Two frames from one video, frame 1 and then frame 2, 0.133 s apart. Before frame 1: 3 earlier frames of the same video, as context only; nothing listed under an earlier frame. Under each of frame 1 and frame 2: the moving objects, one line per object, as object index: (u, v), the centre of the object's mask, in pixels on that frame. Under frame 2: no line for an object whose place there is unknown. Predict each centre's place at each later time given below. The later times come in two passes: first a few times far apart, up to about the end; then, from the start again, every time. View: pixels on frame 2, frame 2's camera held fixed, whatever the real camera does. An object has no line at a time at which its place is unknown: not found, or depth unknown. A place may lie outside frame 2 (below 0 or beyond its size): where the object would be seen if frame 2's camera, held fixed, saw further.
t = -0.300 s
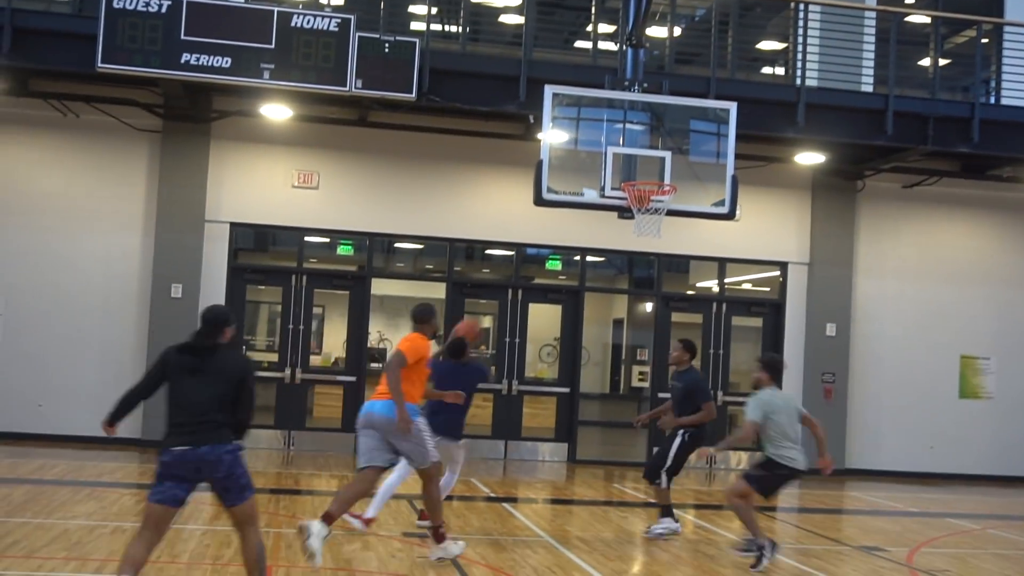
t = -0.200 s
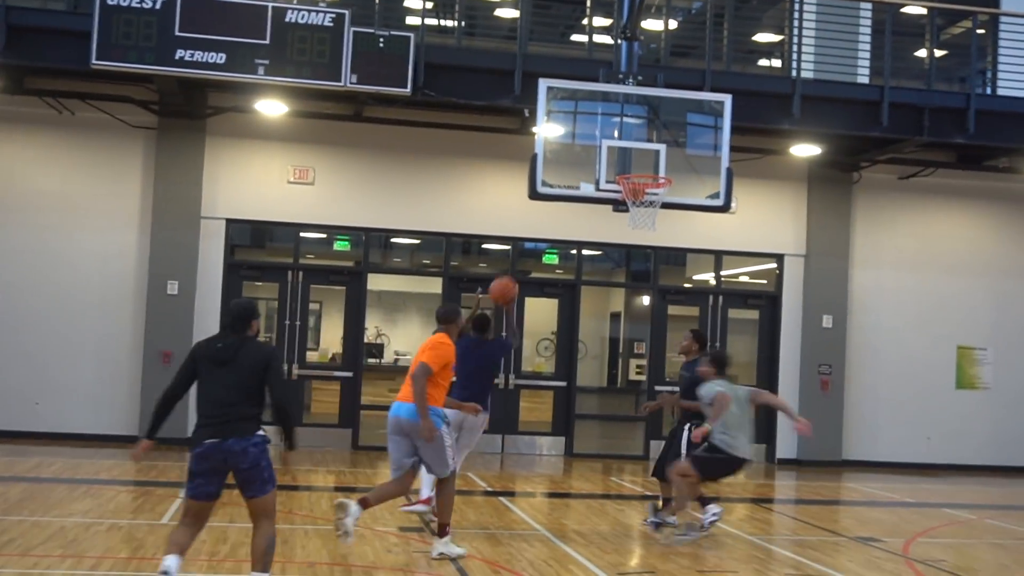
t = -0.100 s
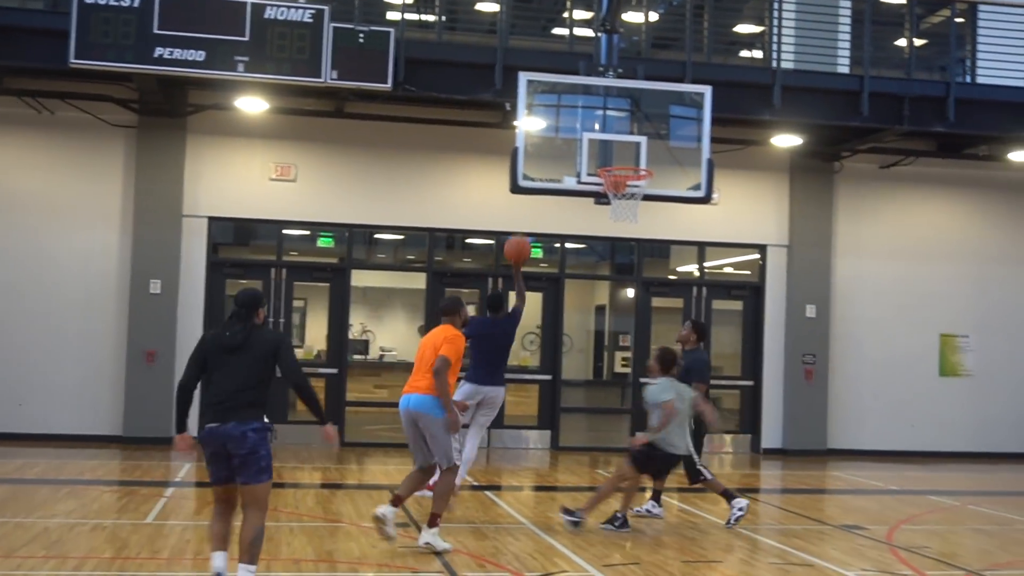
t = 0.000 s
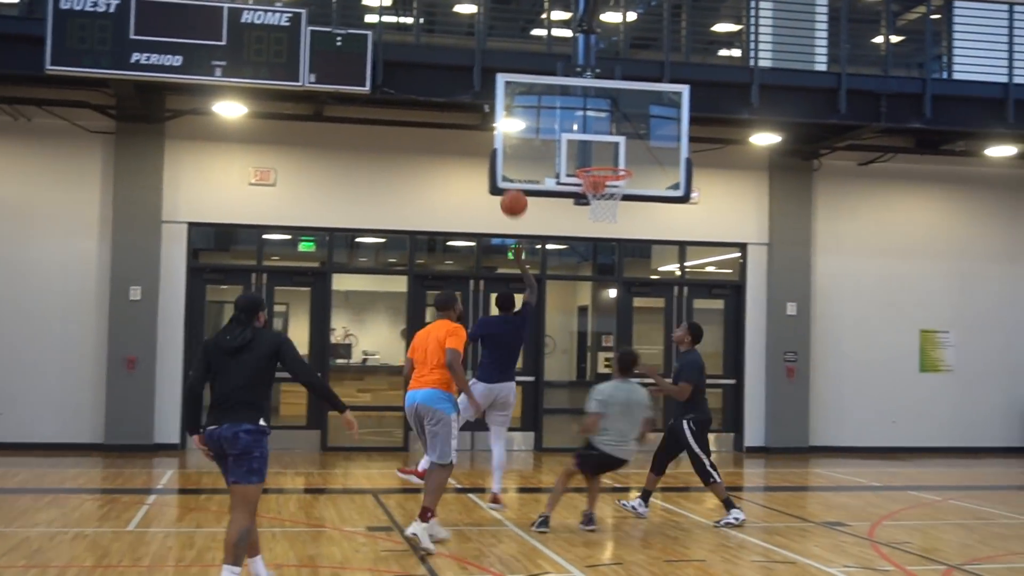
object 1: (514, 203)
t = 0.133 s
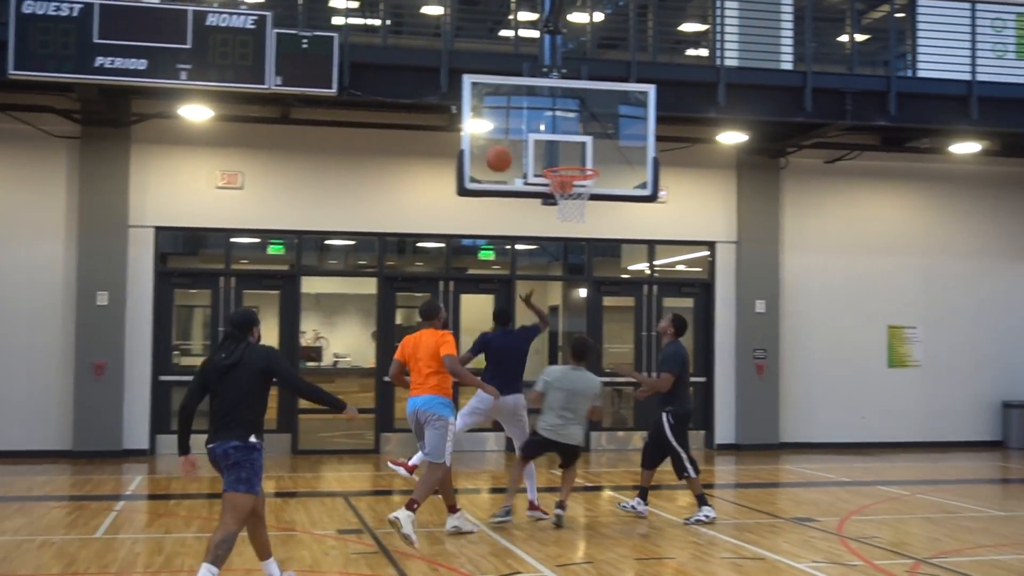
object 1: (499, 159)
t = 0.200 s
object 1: (508, 144)
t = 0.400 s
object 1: (530, 130)
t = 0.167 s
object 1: (503, 151)
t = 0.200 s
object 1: (508, 144)
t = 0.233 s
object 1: (511, 139)
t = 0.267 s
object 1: (516, 135)
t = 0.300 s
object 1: (520, 131)
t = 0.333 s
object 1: (522, 130)
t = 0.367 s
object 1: (526, 129)
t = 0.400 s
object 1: (530, 130)
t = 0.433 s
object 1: (534, 132)
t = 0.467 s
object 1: (540, 134)
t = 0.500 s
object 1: (543, 137)
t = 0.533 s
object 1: (546, 140)
